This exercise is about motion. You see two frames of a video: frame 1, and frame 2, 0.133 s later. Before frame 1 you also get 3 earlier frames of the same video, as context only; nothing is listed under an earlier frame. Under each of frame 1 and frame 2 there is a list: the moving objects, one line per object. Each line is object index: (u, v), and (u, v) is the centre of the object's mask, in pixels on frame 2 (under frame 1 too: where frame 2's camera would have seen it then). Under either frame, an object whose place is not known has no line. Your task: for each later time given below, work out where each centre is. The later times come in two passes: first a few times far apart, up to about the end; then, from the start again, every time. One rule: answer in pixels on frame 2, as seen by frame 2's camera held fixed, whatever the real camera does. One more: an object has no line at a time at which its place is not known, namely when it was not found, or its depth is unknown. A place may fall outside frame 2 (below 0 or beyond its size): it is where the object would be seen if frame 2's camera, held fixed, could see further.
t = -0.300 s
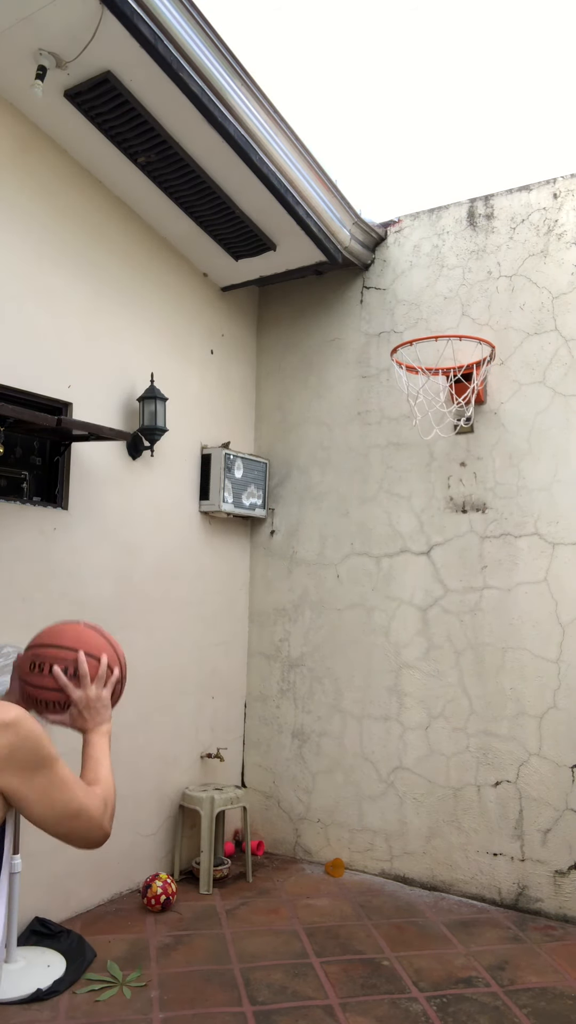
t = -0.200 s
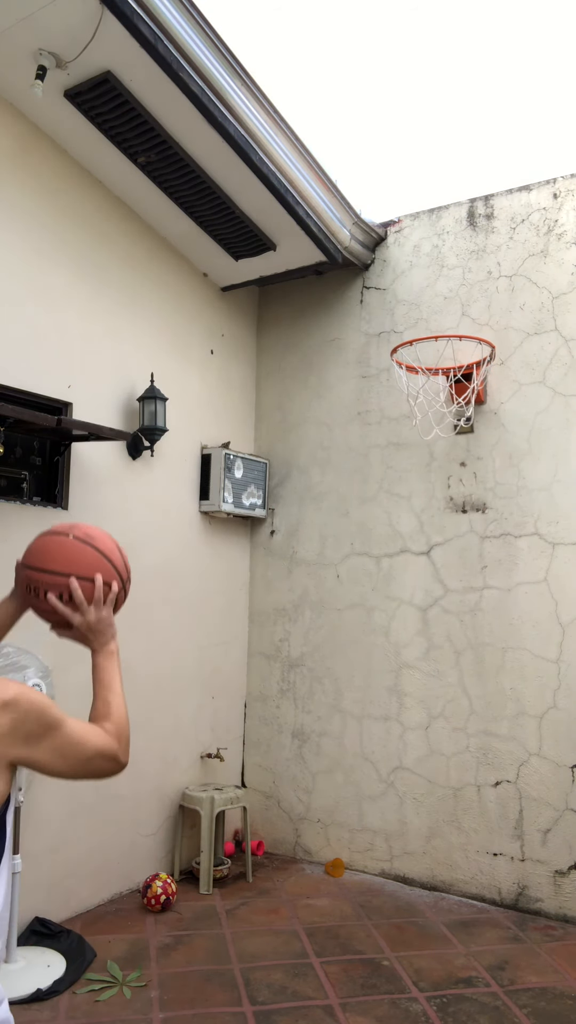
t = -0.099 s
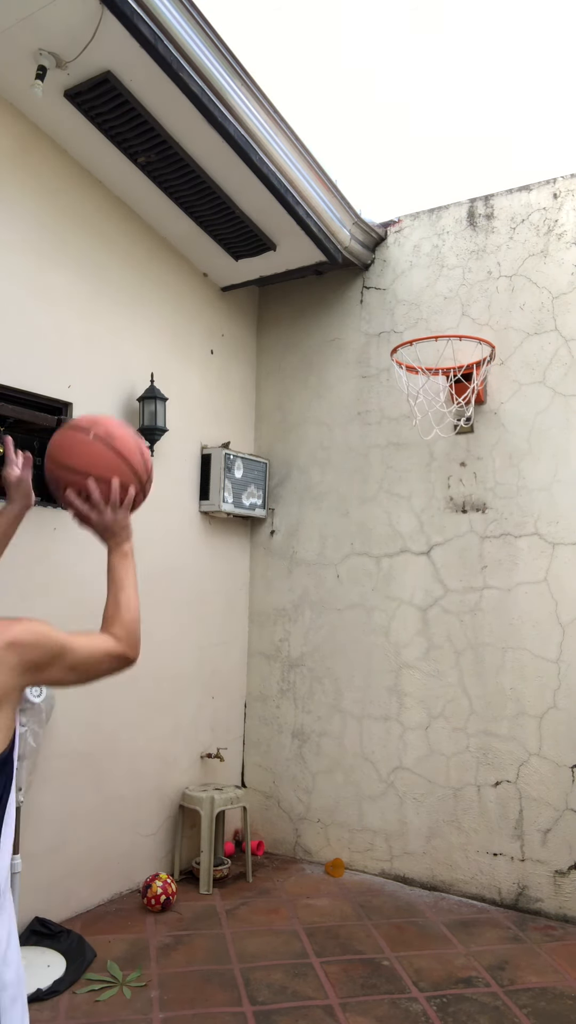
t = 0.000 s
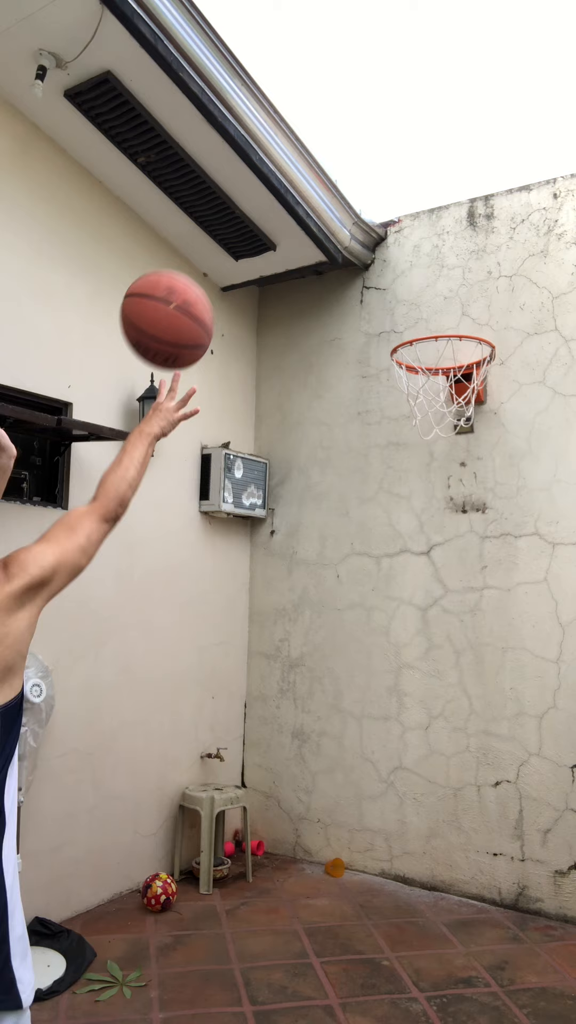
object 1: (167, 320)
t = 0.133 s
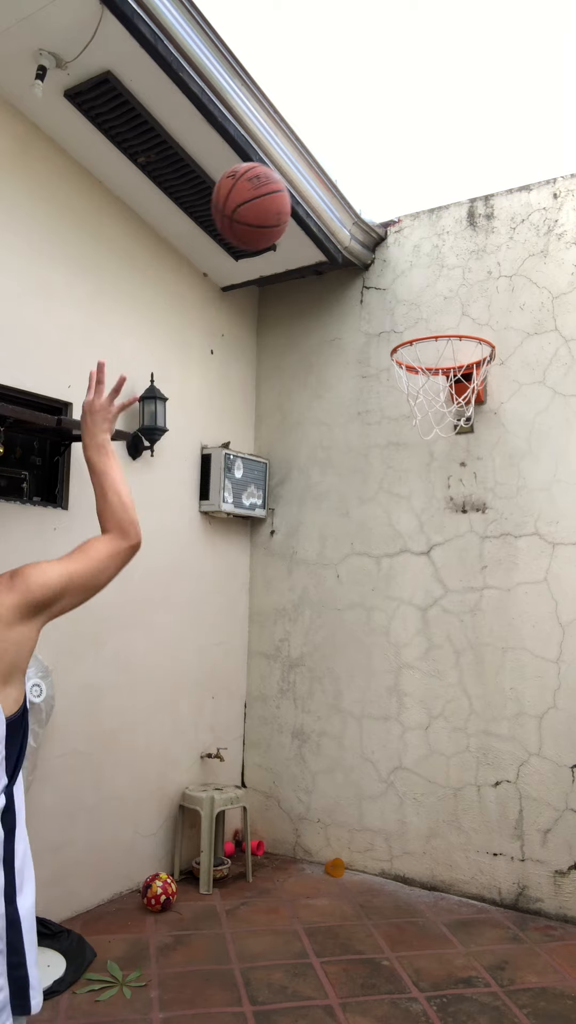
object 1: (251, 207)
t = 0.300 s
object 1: (324, 169)
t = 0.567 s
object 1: (403, 248)
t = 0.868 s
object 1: (455, 432)
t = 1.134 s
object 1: (461, 652)
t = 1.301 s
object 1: (466, 876)
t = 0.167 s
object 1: (268, 192)
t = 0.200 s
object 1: (284, 180)
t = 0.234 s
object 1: (298, 173)
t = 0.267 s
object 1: (312, 169)
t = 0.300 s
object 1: (324, 169)
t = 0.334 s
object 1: (336, 171)
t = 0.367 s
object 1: (348, 176)
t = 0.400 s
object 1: (358, 183)
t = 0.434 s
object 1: (368, 192)
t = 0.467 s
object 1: (378, 204)
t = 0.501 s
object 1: (387, 217)
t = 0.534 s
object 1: (395, 232)
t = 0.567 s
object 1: (403, 248)
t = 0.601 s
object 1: (411, 266)
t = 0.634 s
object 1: (418, 285)
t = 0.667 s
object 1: (424, 307)
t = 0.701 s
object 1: (431, 327)
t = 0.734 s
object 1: (437, 351)
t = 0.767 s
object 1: (444, 377)
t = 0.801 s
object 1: (448, 401)
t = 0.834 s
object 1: (453, 417)
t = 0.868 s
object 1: (455, 432)
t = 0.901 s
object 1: (456, 452)
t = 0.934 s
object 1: (457, 474)
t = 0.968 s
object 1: (458, 497)
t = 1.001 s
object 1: (458, 523)
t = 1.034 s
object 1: (459, 551)
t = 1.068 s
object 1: (460, 581)
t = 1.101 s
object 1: (460, 615)
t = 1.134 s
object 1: (461, 652)
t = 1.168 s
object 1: (462, 691)
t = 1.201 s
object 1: (463, 733)
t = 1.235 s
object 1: (464, 778)
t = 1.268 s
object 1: (465, 825)
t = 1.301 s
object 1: (466, 876)
